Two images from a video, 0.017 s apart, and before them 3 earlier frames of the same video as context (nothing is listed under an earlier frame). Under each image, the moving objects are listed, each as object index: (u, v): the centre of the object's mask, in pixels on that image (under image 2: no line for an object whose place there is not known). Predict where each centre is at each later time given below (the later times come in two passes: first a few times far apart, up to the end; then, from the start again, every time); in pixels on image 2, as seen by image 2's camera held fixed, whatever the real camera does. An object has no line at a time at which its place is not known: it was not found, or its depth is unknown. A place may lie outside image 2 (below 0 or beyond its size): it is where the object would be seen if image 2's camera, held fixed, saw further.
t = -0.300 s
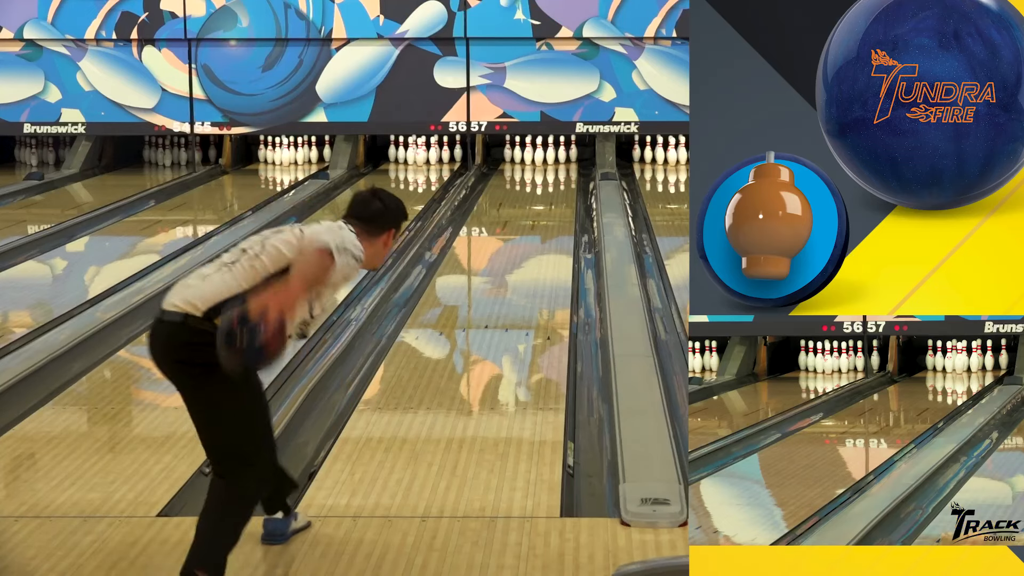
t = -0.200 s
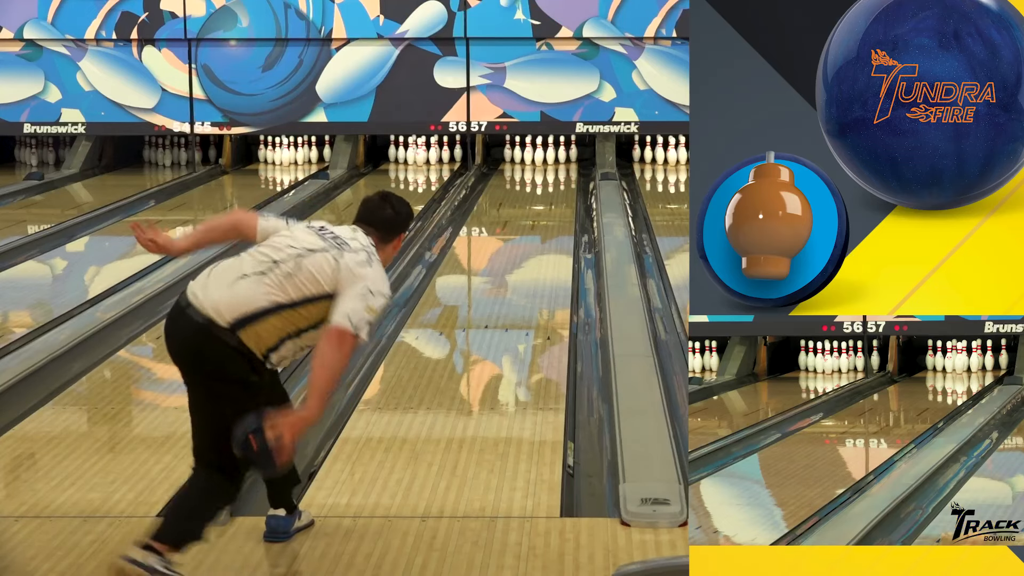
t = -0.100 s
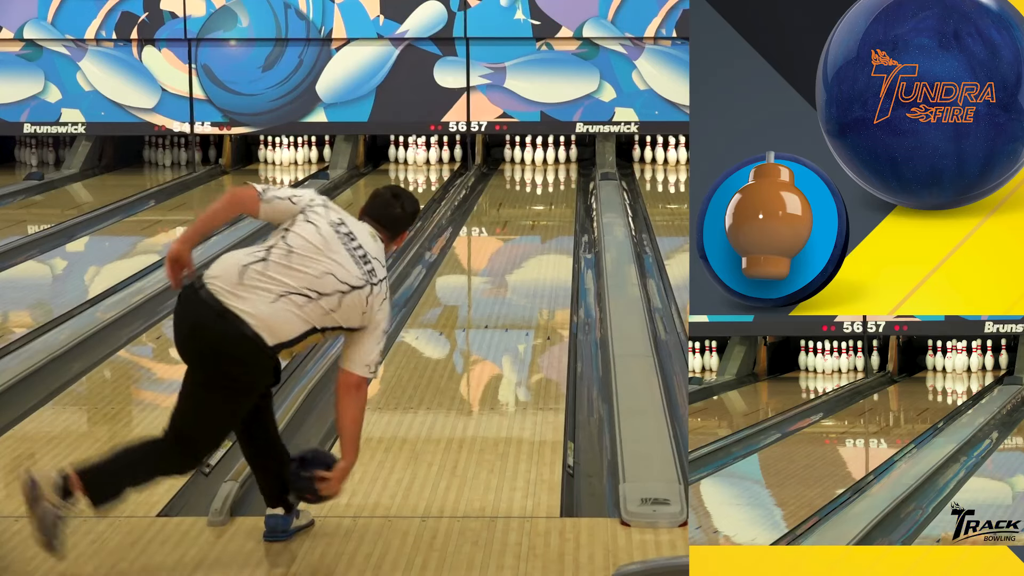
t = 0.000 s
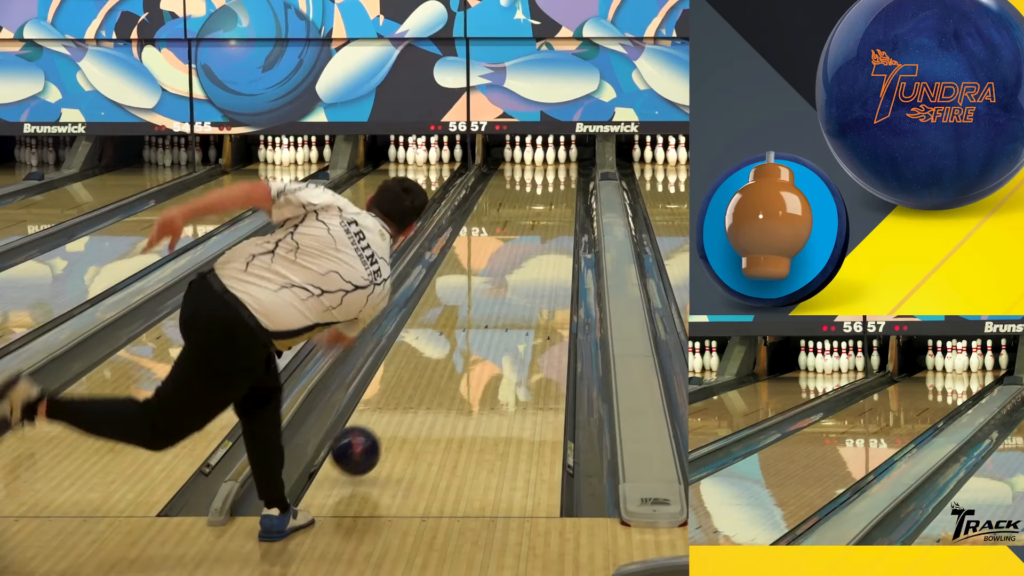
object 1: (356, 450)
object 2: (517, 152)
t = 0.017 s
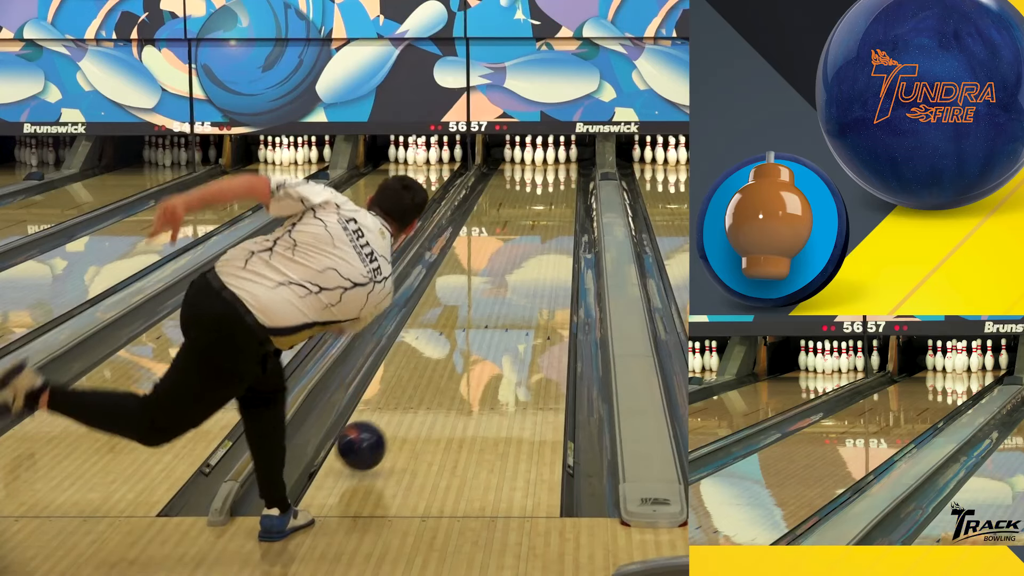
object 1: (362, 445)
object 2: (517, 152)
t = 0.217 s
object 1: (417, 380)
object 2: (517, 152)
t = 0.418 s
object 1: (457, 329)
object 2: (517, 152)
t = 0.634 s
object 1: (488, 289)
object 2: (517, 152)
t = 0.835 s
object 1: (509, 260)
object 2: (517, 152)
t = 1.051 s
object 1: (527, 234)
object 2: (517, 152)
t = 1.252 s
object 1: (541, 215)
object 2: (517, 152)
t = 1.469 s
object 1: (552, 198)
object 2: (517, 152)
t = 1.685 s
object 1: (559, 184)
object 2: (517, 152)
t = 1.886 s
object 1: (559, 173)
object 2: (517, 152)
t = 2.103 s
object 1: (552, 165)
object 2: (517, 152)
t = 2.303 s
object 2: (516, 150)
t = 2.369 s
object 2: (509, 148)
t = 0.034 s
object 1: (367, 441)
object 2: (517, 152)
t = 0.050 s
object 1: (372, 438)
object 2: (517, 152)
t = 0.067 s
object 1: (378, 431)
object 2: (517, 152)
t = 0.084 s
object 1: (382, 424)
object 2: (517, 152)
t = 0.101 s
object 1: (387, 418)
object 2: (517, 152)
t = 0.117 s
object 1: (392, 412)
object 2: (517, 152)
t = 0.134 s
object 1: (397, 406)
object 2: (517, 152)
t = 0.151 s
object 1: (401, 401)
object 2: (517, 152)
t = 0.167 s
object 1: (405, 395)
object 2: (517, 152)
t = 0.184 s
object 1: (409, 390)
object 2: (517, 152)
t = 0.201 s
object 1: (413, 385)
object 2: (517, 152)
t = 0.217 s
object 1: (417, 380)
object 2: (517, 152)
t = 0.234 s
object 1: (421, 375)
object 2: (517, 152)
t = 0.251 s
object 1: (425, 370)
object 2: (517, 152)
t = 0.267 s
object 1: (428, 365)
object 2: (517, 152)
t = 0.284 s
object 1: (432, 361)
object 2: (517, 152)
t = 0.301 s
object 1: (435, 356)
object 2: (517, 152)
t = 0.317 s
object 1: (439, 352)
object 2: (517, 152)
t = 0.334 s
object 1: (442, 348)
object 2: (517, 152)
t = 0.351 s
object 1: (445, 344)
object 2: (517, 152)
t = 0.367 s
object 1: (448, 340)
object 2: (517, 152)
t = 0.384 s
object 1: (451, 336)
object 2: (517, 152)
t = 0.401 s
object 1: (454, 333)
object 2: (517, 152)
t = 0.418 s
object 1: (457, 329)
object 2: (517, 152)
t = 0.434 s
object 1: (459, 325)
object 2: (517, 152)
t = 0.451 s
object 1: (462, 322)
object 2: (517, 152)
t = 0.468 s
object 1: (465, 319)
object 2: (517, 152)
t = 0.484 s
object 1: (467, 315)
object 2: (517, 152)
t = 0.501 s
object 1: (469, 312)
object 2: (517, 152)
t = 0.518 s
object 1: (472, 309)
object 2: (517, 152)
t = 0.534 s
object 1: (474, 306)
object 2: (517, 152)
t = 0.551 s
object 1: (477, 303)
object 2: (517, 152)
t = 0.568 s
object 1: (479, 300)
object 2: (517, 152)
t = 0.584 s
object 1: (481, 297)
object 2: (517, 152)
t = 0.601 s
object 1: (483, 294)
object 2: (517, 152)
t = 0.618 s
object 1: (485, 291)
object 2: (517, 152)
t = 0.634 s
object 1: (488, 289)
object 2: (517, 152)
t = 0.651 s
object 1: (490, 286)
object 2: (517, 152)
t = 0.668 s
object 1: (492, 283)
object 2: (517, 152)
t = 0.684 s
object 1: (493, 281)
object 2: (517, 152)
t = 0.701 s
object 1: (495, 278)
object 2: (517, 152)
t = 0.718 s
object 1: (497, 276)
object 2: (517, 152)
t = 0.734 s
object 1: (499, 273)
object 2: (517, 152)
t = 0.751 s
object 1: (501, 271)
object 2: (517, 152)
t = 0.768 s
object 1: (503, 269)
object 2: (517, 152)
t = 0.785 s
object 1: (504, 266)
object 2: (517, 152)
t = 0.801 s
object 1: (506, 264)
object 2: (517, 152)
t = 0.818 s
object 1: (508, 262)
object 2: (517, 152)
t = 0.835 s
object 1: (509, 260)
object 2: (517, 152)
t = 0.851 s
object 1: (511, 258)
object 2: (517, 152)
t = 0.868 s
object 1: (512, 255)
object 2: (517, 152)
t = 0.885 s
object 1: (514, 253)
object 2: (517, 152)
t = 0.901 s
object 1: (515, 251)
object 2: (517, 152)
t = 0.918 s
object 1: (517, 250)
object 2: (517, 152)
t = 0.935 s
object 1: (518, 247)
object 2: (517, 152)
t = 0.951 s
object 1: (520, 246)
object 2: (517, 152)
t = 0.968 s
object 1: (521, 244)
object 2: (517, 152)
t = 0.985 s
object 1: (522, 242)
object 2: (517, 152)
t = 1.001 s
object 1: (524, 240)
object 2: (517, 152)
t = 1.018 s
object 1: (525, 238)
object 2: (517, 152)
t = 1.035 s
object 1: (526, 236)
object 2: (517, 152)
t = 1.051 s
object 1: (527, 234)
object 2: (517, 152)
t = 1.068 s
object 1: (529, 233)
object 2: (517, 152)
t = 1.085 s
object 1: (530, 231)
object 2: (517, 152)
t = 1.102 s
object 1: (531, 229)
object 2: (517, 152)
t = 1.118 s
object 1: (532, 228)
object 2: (517, 152)
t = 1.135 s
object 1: (533, 226)
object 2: (517, 152)
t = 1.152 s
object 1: (534, 224)
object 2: (517, 152)
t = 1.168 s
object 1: (535, 223)
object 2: (517, 152)
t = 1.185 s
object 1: (537, 221)
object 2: (517, 152)
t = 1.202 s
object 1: (538, 220)
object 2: (517, 152)
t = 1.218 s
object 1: (538, 218)
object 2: (517, 152)
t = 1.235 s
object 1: (539, 217)
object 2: (517, 152)
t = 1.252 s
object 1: (541, 215)
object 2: (517, 152)
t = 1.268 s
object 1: (541, 214)
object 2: (517, 152)
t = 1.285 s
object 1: (542, 212)
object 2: (517, 152)
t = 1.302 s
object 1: (543, 211)
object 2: (517, 152)
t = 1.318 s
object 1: (545, 210)
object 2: (517, 152)
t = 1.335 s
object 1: (545, 208)
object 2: (517, 152)
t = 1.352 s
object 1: (546, 207)
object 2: (517, 152)
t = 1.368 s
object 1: (547, 206)
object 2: (517, 152)
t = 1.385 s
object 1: (548, 204)
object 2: (517, 152)
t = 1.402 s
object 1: (549, 203)
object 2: (517, 152)
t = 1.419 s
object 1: (550, 202)
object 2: (517, 152)
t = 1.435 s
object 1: (551, 201)
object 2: (517, 152)
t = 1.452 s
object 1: (551, 200)
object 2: (517, 152)
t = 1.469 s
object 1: (552, 198)
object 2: (517, 152)
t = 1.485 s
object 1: (553, 197)
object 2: (517, 152)
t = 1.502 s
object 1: (553, 196)
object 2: (517, 152)
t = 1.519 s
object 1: (554, 195)
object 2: (517, 152)
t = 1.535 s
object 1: (555, 194)
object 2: (517, 152)
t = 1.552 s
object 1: (555, 192)
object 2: (517, 152)
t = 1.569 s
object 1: (556, 191)
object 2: (517, 152)
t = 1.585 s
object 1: (556, 190)
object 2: (517, 152)
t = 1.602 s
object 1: (557, 189)
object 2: (517, 152)
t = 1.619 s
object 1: (557, 188)
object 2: (517, 152)
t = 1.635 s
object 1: (558, 187)
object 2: (517, 152)
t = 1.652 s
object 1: (558, 186)
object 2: (517, 152)
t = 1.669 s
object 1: (558, 185)
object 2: (517, 152)
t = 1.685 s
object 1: (559, 184)
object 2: (517, 152)
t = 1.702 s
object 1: (559, 183)
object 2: (517, 152)
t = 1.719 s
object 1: (559, 182)
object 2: (517, 152)
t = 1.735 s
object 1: (559, 181)
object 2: (517, 152)
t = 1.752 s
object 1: (559, 180)
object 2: (517, 152)
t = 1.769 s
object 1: (559, 180)
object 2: (517, 152)
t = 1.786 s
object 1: (559, 179)
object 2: (517, 152)
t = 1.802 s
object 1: (559, 178)
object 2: (517, 152)
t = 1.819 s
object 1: (559, 177)
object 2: (517, 152)
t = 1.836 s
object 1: (559, 176)
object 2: (517, 152)
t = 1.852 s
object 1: (559, 175)
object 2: (517, 152)
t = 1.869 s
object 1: (559, 174)
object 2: (517, 152)
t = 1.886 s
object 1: (559, 173)
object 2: (517, 152)
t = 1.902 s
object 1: (559, 173)
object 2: (517, 152)
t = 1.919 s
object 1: (558, 172)
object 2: (517, 152)
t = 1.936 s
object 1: (558, 171)
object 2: (517, 152)
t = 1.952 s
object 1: (558, 171)
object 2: (517, 152)
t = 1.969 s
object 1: (557, 170)
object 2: (517, 152)
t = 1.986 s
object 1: (557, 169)
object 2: (517, 152)
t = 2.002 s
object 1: (556, 168)
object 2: (517, 152)
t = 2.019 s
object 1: (555, 168)
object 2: (517, 152)
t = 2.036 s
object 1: (555, 167)
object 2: (517, 152)
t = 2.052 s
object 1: (554, 166)
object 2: (517, 152)
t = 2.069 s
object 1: (554, 166)
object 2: (517, 152)
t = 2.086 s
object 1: (553, 165)
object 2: (517, 152)
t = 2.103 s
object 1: (552, 165)
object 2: (517, 152)
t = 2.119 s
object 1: (552, 164)
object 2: (517, 152)
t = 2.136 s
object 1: (552, 163)
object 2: (517, 152)
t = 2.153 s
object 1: (551, 162)
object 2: (517, 152)
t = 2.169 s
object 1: (550, 162)
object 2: (517, 152)
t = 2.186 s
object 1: (549, 161)
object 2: (517, 152)
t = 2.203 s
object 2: (517, 152)
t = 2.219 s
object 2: (517, 152)
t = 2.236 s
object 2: (517, 152)
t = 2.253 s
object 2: (517, 152)
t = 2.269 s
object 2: (517, 152)
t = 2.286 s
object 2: (517, 152)
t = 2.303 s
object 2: (516, 150)
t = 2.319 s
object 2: (514, 148)
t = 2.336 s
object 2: (513, 147)
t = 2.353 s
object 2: (511, 147)
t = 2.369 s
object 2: (509, 148)
